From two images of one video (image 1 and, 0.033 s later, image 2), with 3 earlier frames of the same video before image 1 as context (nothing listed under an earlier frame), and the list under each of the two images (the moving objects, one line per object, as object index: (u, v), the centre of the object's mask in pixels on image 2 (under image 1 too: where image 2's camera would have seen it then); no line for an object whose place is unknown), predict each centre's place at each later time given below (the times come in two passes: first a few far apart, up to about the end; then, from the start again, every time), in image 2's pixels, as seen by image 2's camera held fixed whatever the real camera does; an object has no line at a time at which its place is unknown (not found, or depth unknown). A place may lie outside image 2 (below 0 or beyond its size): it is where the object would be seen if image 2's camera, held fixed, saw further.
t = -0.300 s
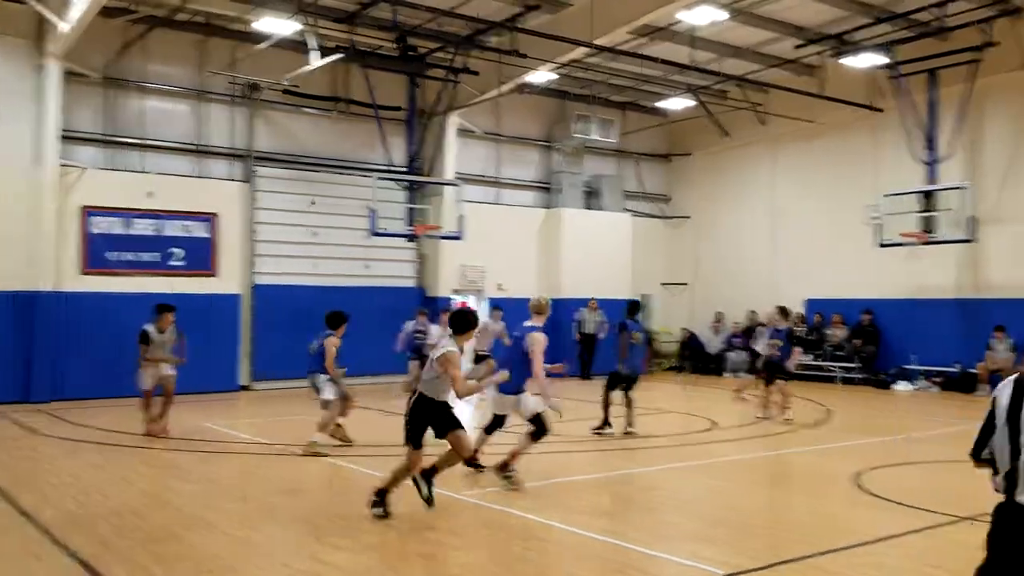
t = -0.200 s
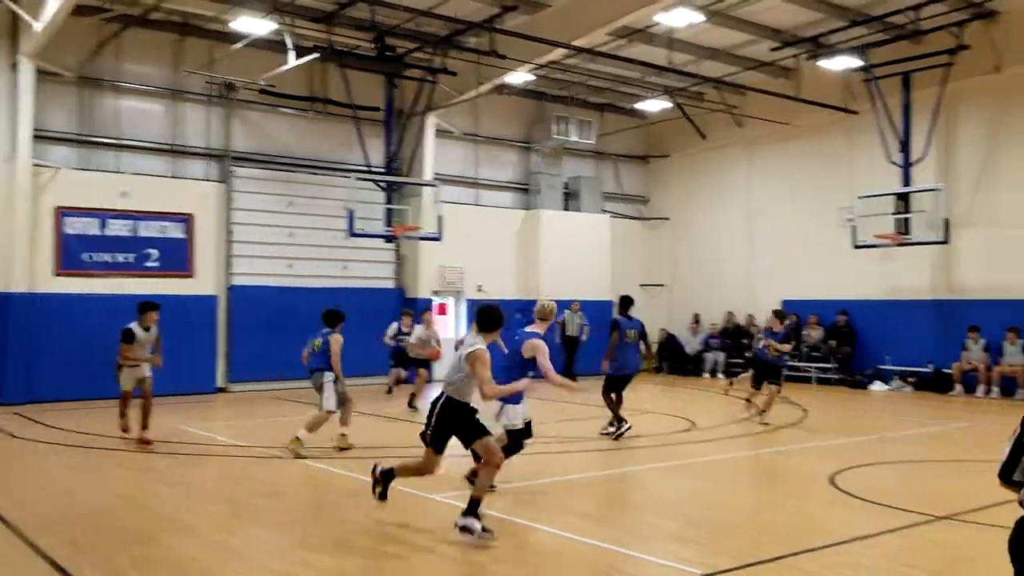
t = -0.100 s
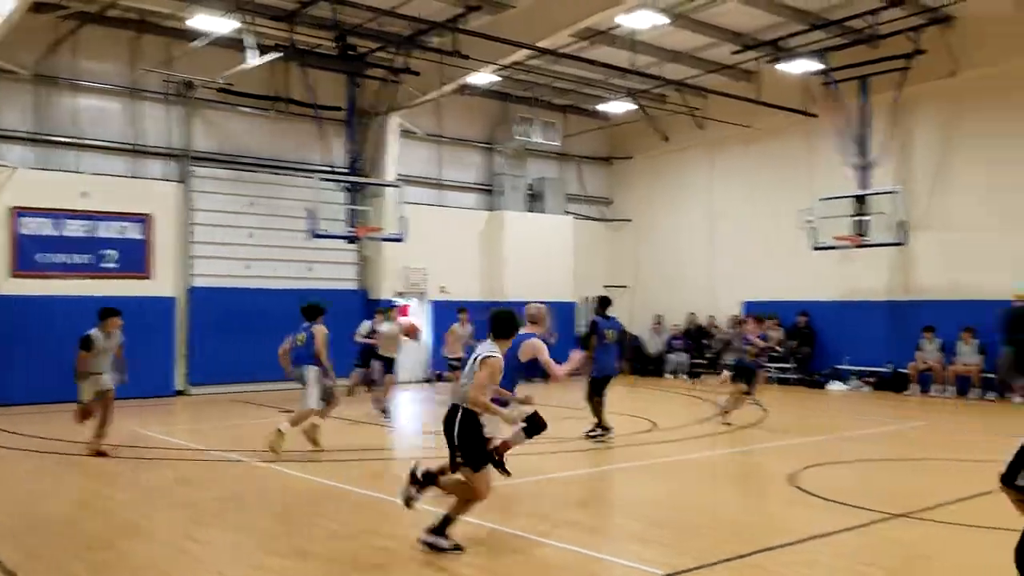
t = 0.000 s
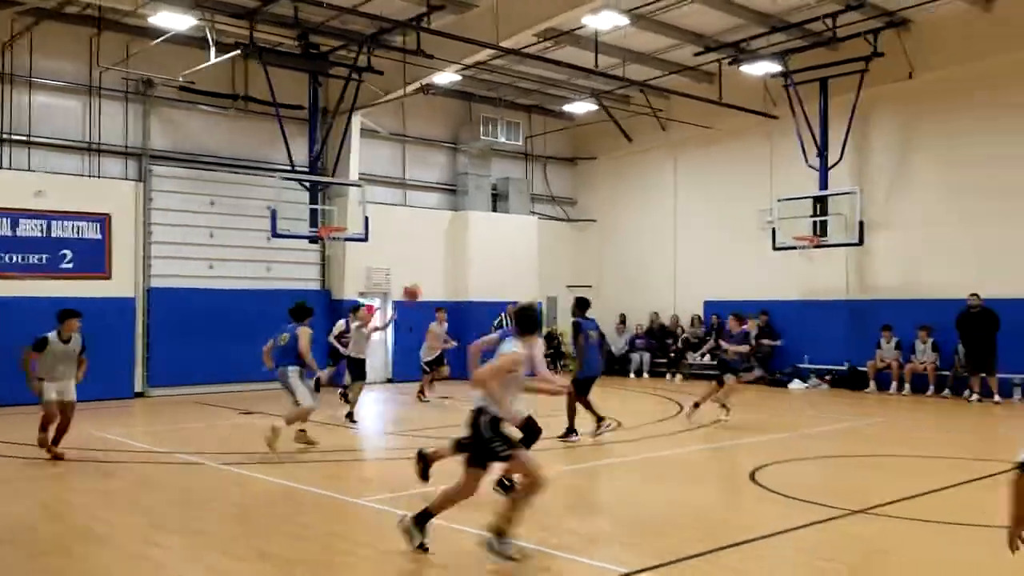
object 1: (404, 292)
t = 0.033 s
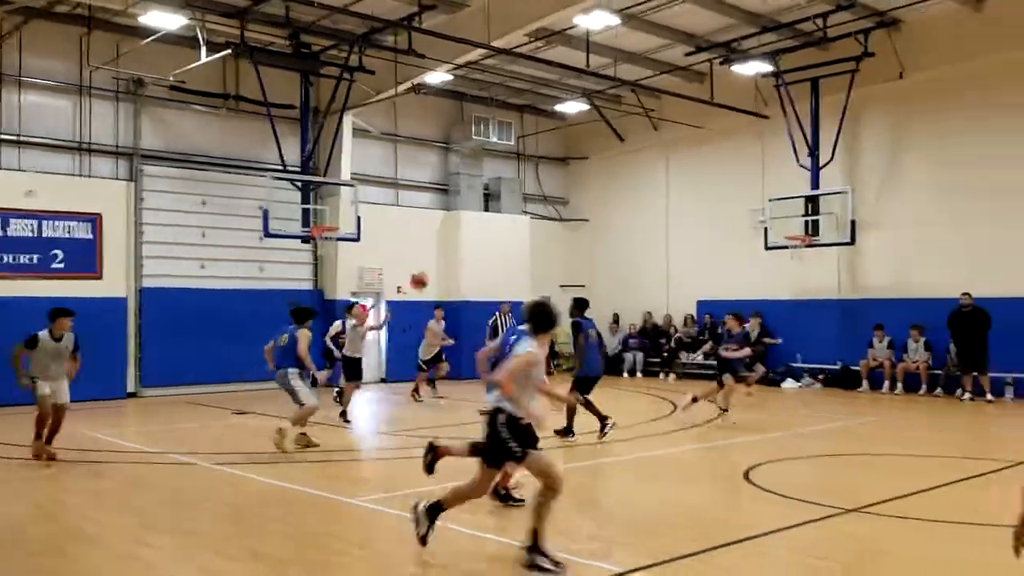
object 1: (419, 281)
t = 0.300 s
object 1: (560, 191)
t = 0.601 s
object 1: (807, 115)
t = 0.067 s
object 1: (433, 269)
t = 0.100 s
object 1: (449, 256)
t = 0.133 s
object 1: (466, 245)
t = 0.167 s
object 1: (483, 234)
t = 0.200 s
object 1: (500, 222)
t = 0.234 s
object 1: (520, 211)
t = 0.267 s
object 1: (540, 200)
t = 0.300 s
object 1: (560, 191)
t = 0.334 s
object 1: (581, 182)
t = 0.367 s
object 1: (604, 171)
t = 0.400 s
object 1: (628, 161)
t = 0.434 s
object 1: (653, 153)
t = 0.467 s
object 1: (681, 144)
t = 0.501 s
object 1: (710, 136)
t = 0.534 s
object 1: (740, 129)
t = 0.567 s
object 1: (773, 121)
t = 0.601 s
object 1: (807, 115)
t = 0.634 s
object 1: (844, 111)
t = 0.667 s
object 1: (883, 108)
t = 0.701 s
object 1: (928, 104)
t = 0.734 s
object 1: (976, 102)
